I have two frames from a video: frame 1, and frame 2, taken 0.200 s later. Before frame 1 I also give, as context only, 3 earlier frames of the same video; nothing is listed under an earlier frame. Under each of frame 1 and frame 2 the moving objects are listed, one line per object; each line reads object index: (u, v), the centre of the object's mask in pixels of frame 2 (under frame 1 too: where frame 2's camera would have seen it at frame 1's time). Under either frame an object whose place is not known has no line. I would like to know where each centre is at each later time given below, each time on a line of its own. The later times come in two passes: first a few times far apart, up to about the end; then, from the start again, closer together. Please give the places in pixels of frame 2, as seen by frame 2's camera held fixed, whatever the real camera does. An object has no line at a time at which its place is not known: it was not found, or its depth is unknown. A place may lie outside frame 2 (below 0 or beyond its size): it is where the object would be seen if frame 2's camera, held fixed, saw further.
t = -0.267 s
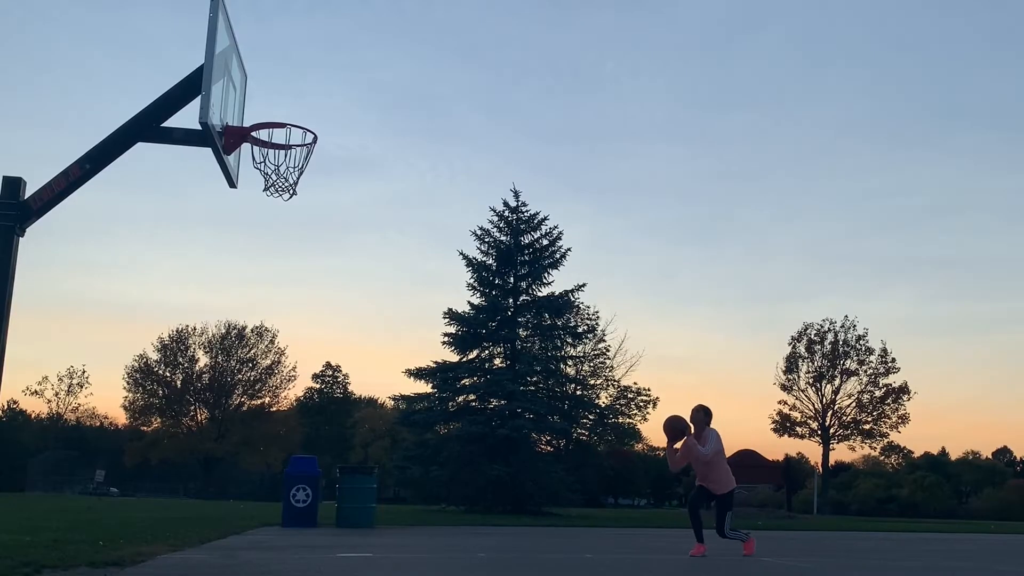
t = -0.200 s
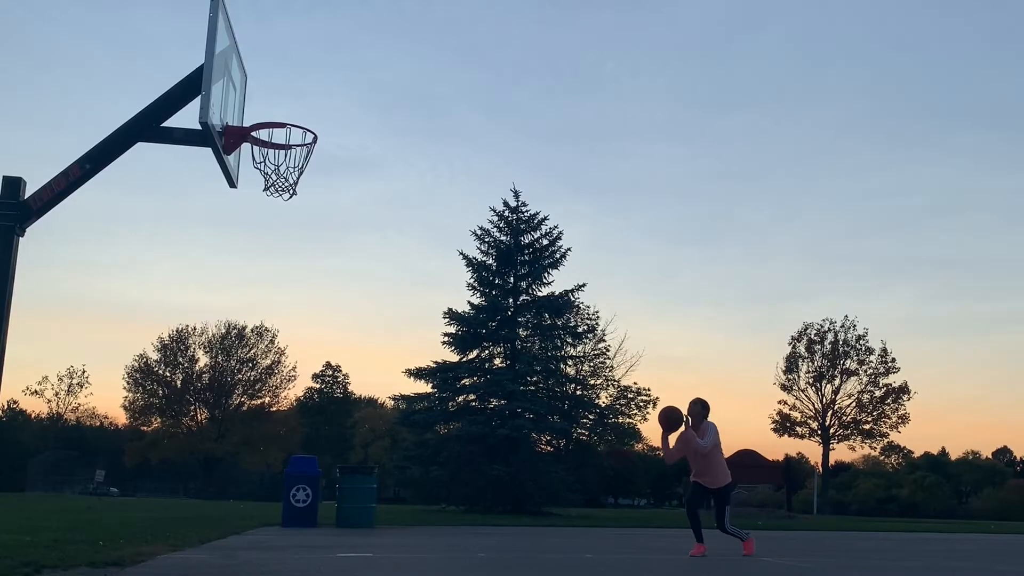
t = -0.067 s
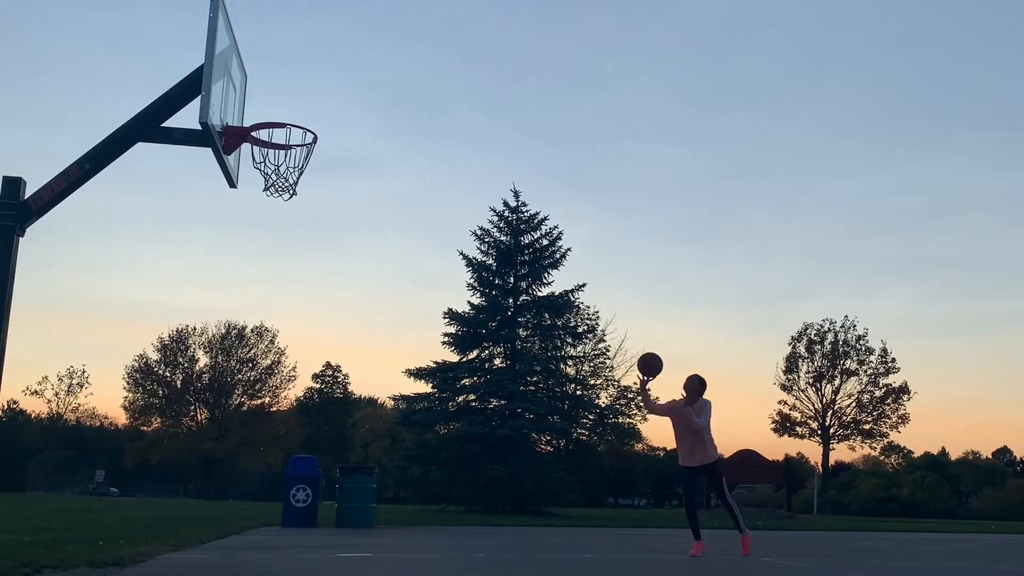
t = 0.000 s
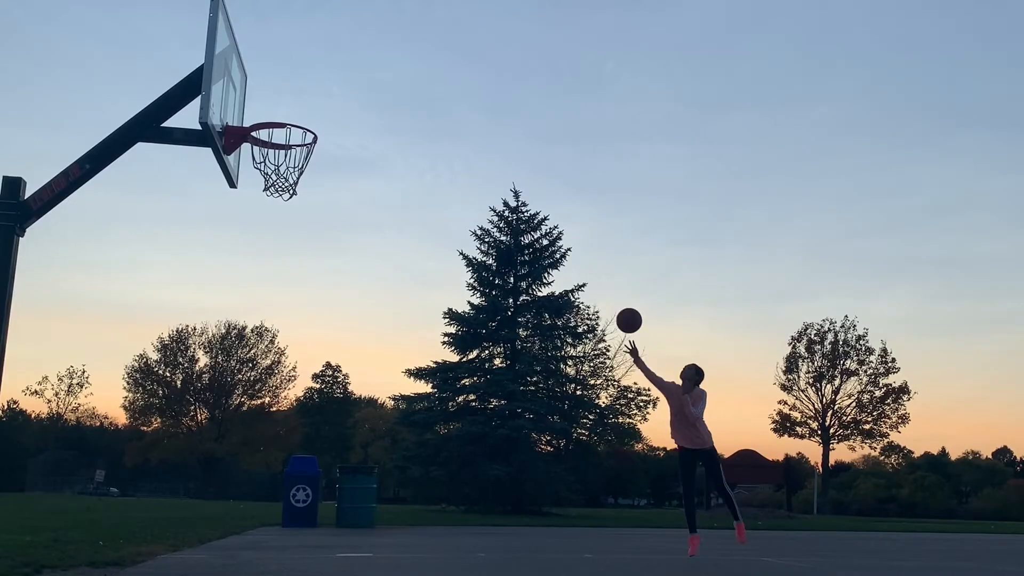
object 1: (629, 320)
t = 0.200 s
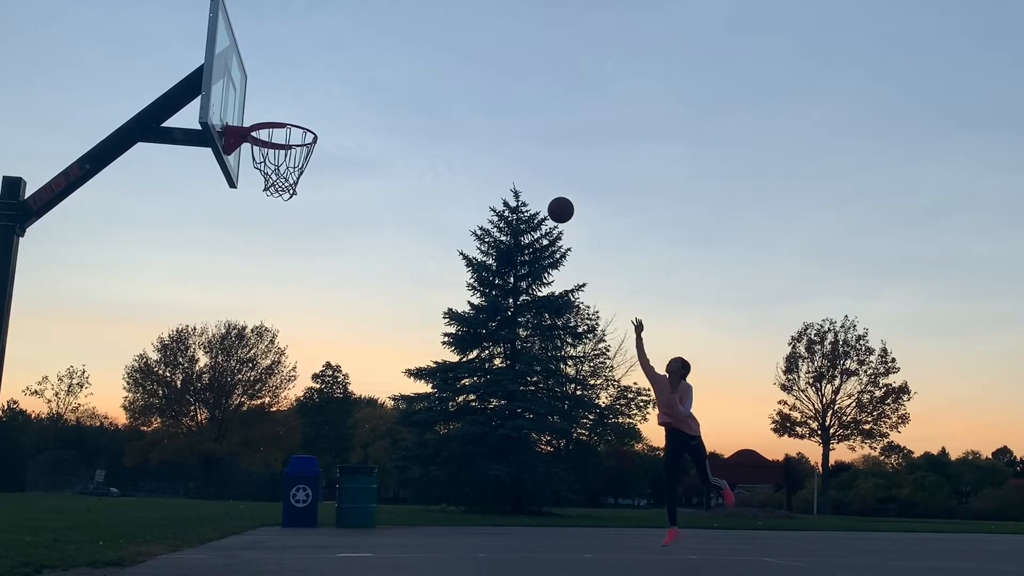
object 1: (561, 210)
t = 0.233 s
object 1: (549, 195)
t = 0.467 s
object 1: (461, 122)
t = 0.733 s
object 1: (346, 110)
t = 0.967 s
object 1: (263, 148)
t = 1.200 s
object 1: (291, 158)
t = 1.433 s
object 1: (299, 187)
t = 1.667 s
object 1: (276, 250)
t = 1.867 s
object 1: (253, 358)
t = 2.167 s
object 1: (218, 510)
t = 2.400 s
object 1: (205, 401)
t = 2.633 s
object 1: (186, 368)
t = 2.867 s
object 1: (161, 404)
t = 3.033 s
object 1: (140, 470)
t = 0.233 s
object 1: (549, 195)
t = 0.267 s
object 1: (537, 181)
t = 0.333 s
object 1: (512, 157)
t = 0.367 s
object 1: (500, 147)
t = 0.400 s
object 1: (487, 137)
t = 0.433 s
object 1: (474, 129)
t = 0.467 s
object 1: (461, 122)
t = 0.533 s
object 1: (434, 111)
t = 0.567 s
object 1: (420, 108)
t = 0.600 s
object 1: (406, 106)
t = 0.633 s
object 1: (391, 104)
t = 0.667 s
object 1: (376, 105)
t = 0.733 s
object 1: (346, 110)
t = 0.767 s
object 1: (330, 114)
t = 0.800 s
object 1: (314, 120)
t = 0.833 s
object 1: (297, 128)
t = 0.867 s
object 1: (283, 133)
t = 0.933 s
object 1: (264, 143)
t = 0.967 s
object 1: (263, 148)
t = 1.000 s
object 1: (264, 154)
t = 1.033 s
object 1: (268, 156)
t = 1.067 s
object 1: (272, 156)
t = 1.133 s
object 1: (282, 155)
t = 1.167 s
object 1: (287, 156)
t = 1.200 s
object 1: (291, 158)
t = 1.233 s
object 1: (296, 162)
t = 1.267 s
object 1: (299, 165)
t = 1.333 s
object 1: (302, 174)
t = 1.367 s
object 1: (302, 178)
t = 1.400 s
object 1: (301, 183)
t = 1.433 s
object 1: (299, 187)
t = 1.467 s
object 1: (297, 193)
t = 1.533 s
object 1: (290, 206)
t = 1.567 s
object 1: (287, 215)
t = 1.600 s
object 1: (283, 225)
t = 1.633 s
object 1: (280, 237)
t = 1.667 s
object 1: (276, 250)
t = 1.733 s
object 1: (269, 280)
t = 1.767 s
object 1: (265, 297)
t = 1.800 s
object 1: (261, 316)
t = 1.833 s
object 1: (257, 336)
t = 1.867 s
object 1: (253, 358)
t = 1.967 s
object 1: (241, 430)
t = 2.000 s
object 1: (236, 457)
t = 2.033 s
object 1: (232, 487)
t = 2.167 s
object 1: (218, 510)
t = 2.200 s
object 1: (217, 489)
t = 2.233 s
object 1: (216, 467)
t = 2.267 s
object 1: (214, 452)
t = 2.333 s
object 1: (211, 424)
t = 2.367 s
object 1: (207, 413)
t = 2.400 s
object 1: (205, 401)
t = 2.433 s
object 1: (204, 393)
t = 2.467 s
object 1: (199, 385)
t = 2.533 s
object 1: (195, 374)
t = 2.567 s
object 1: (192, 371)
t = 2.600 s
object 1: (188, 368)
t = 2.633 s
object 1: (186, 368)
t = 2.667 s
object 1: (183, 369)
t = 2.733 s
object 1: (176, 375)
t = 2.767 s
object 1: (173, 380)
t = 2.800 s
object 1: (169, 387)
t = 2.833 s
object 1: (164, 394)
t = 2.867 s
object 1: (161, 404)
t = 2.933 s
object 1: (153, 427)
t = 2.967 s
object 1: (148, 440)
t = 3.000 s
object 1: (145, 453)
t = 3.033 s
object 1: (140, 470)
